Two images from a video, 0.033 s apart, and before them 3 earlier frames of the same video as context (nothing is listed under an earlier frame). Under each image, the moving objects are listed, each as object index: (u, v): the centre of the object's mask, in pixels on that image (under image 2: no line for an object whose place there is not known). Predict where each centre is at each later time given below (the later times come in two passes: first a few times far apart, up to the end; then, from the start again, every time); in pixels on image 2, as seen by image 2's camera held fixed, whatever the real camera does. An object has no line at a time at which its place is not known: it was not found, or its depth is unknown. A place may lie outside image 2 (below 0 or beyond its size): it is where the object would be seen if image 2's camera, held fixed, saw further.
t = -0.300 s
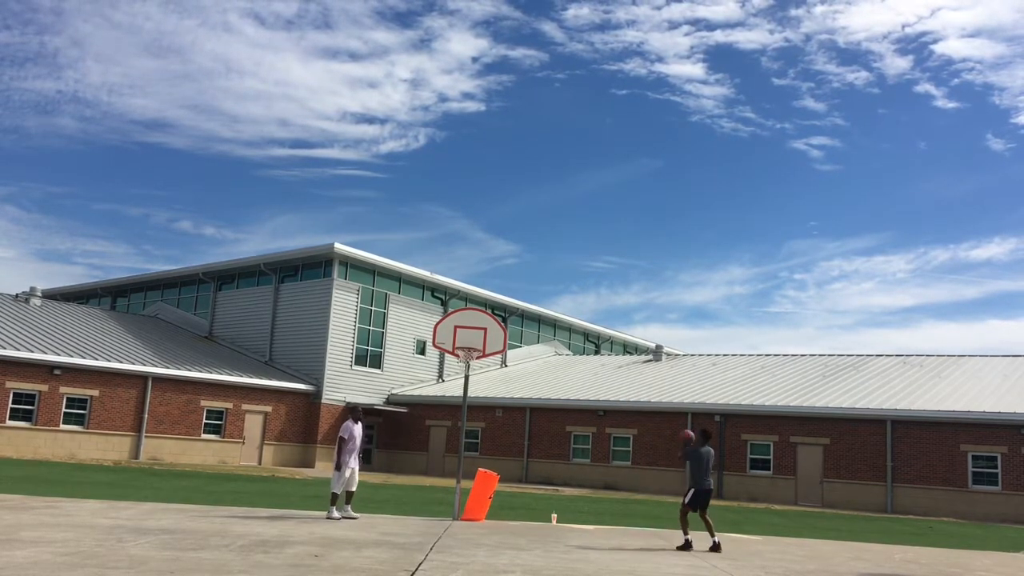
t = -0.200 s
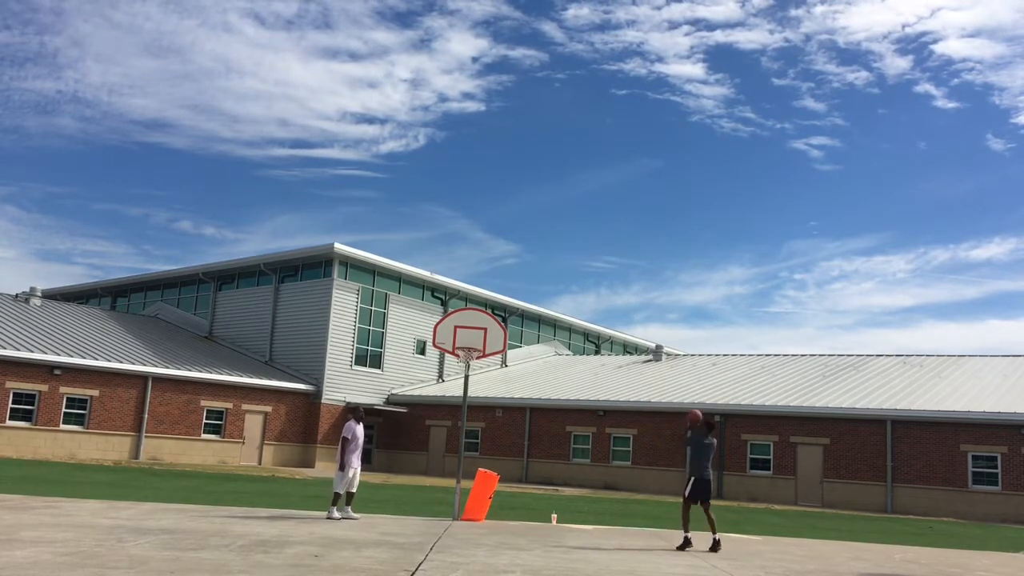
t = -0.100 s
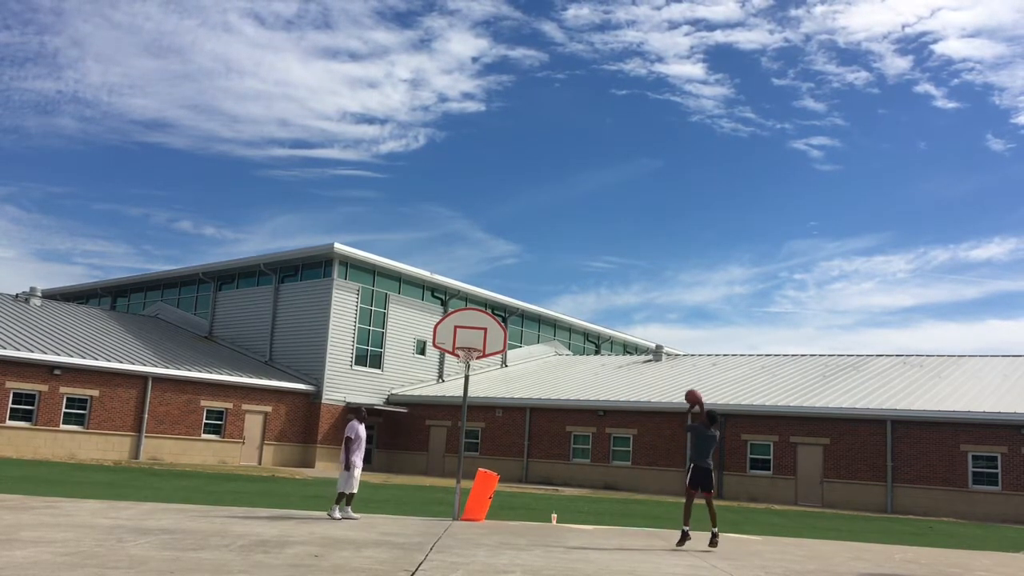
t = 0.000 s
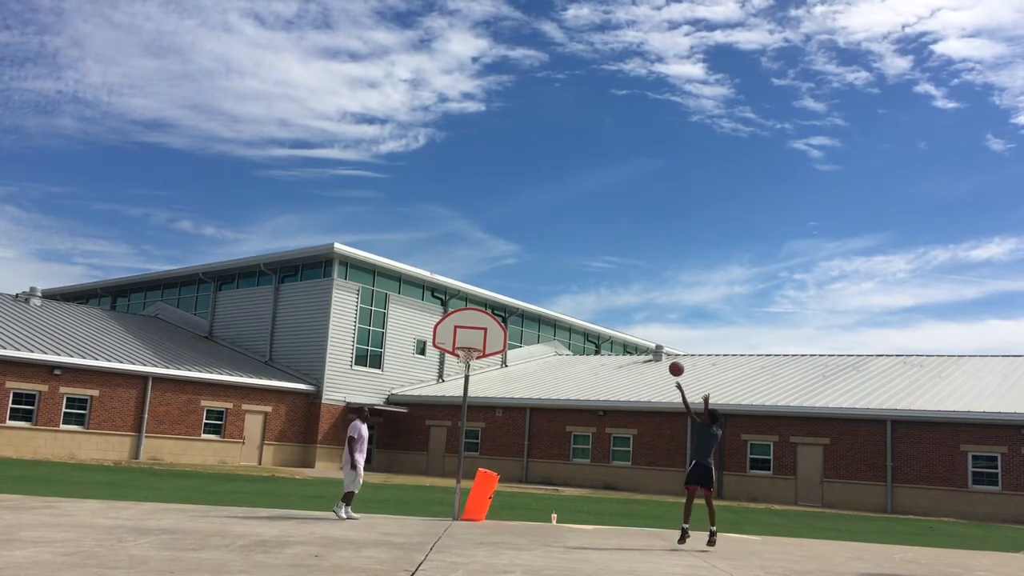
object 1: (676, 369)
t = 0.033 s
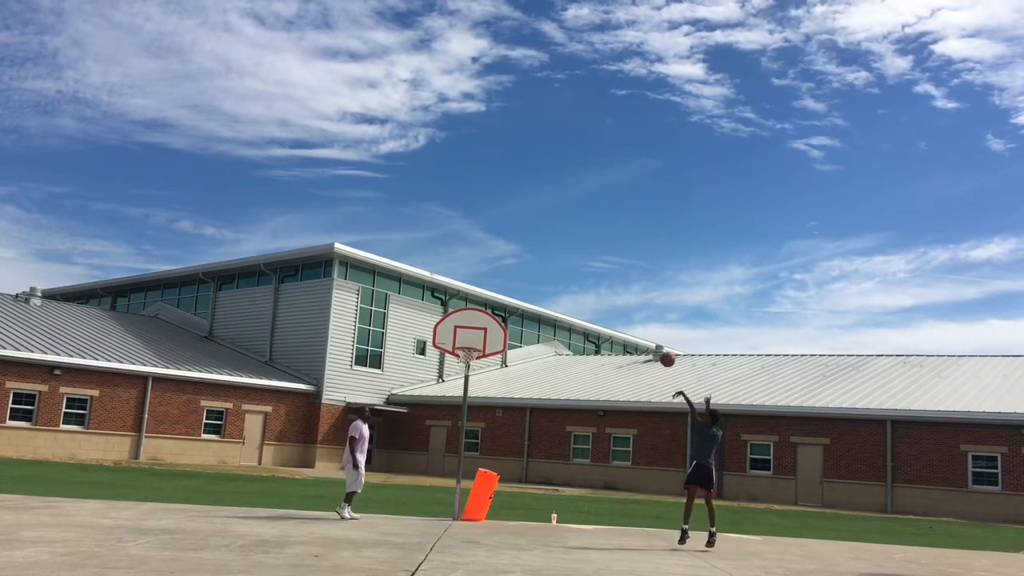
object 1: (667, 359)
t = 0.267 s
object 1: (608, 314)
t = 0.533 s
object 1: (546, 304)
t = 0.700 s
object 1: (509, 317)
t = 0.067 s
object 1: (658, 351)
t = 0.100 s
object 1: (650, 343)
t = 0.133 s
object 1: (641, 335)
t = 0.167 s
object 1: (633, 329)
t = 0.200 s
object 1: (625, 323)
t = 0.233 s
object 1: (616, 319)
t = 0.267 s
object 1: (608, 314)
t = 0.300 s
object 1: (600, 311)
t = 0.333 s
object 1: (592, 308)
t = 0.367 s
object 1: (584, 306)
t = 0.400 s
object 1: (577, 304)
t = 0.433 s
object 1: (569, 303)
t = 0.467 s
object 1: (561, 303)
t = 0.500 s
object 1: (554, 303)
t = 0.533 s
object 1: (546, 304)
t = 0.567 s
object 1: (538, 306)
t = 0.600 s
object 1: (531, 307)
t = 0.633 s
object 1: (524, 310)
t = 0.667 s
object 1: (517, 313)
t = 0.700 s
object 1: (509, 317)
